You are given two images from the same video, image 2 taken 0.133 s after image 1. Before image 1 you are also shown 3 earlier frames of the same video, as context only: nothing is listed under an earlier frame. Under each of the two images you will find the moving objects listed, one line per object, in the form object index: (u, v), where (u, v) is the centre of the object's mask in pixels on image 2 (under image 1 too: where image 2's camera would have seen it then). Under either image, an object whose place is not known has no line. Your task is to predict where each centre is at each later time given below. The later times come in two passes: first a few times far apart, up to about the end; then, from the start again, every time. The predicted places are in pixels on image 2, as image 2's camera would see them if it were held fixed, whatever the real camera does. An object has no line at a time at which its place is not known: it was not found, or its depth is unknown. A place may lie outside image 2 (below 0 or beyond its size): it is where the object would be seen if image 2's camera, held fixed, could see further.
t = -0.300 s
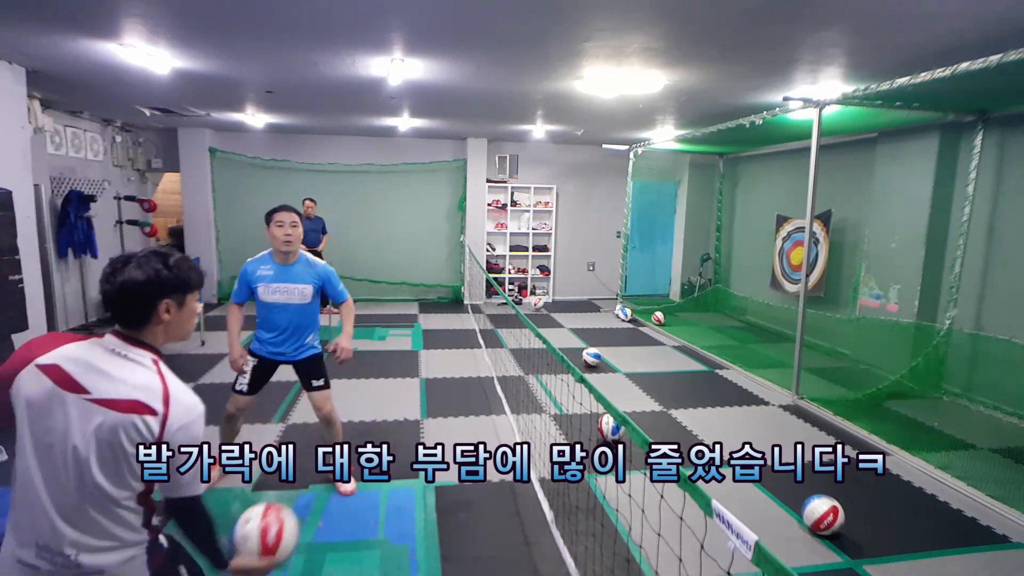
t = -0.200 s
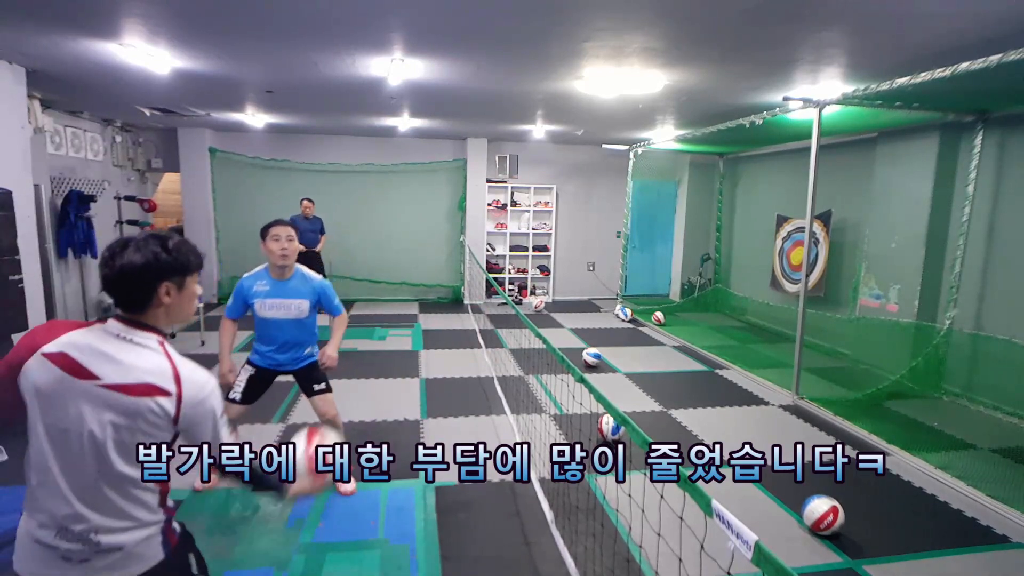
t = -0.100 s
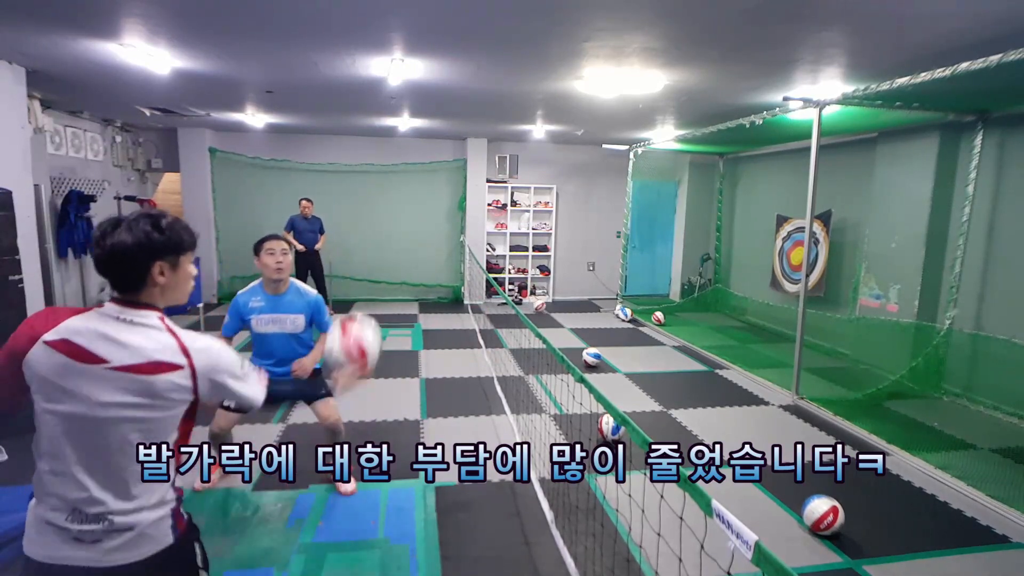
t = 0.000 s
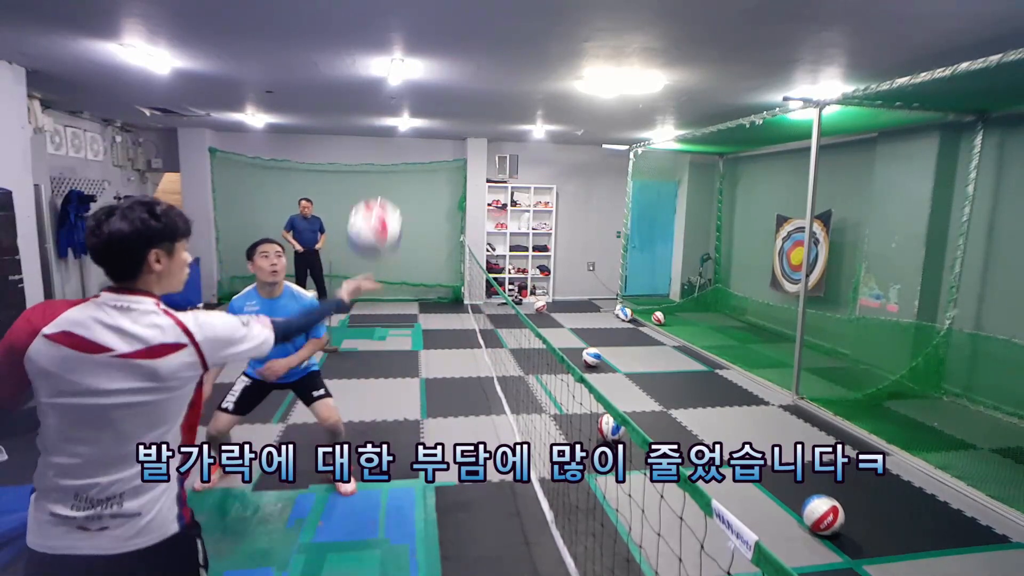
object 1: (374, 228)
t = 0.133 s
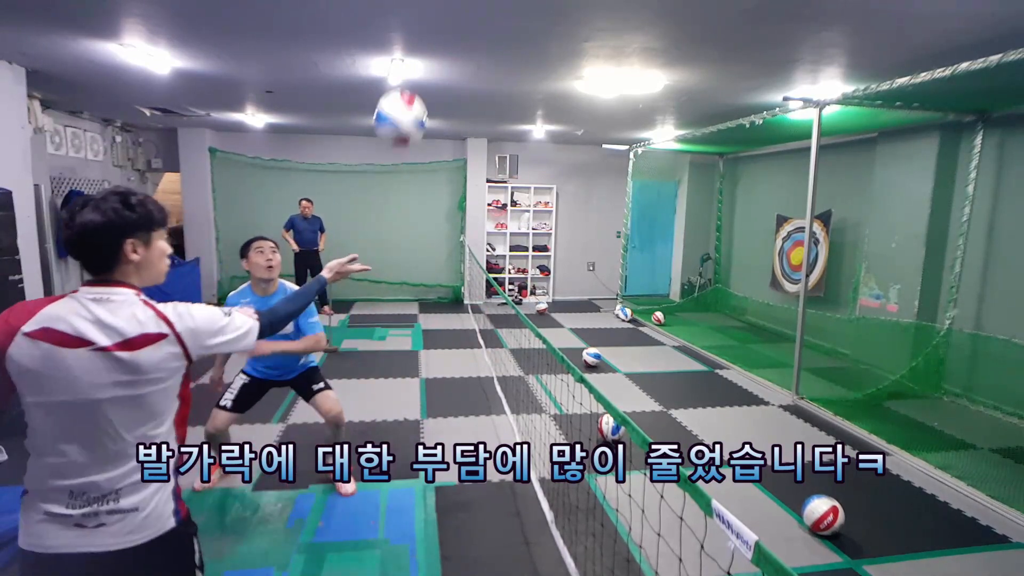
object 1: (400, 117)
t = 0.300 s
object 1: (429, 52)
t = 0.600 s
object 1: (471, 103)
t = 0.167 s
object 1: (406, 98)
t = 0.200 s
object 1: (411, 84)
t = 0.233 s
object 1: (419, 70)
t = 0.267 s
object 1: (424, 59)
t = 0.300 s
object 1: (429, 52)
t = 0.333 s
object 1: (434, 49)
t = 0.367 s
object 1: (439, 47)
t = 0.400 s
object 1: (444, 48)
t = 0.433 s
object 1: (449, 52)
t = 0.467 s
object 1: (454, 57)
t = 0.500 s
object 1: (458, 66)
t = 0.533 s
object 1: (462, 76)
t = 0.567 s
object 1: (467, 90)
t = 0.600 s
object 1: (471, 103)
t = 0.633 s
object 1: (474, 119)
